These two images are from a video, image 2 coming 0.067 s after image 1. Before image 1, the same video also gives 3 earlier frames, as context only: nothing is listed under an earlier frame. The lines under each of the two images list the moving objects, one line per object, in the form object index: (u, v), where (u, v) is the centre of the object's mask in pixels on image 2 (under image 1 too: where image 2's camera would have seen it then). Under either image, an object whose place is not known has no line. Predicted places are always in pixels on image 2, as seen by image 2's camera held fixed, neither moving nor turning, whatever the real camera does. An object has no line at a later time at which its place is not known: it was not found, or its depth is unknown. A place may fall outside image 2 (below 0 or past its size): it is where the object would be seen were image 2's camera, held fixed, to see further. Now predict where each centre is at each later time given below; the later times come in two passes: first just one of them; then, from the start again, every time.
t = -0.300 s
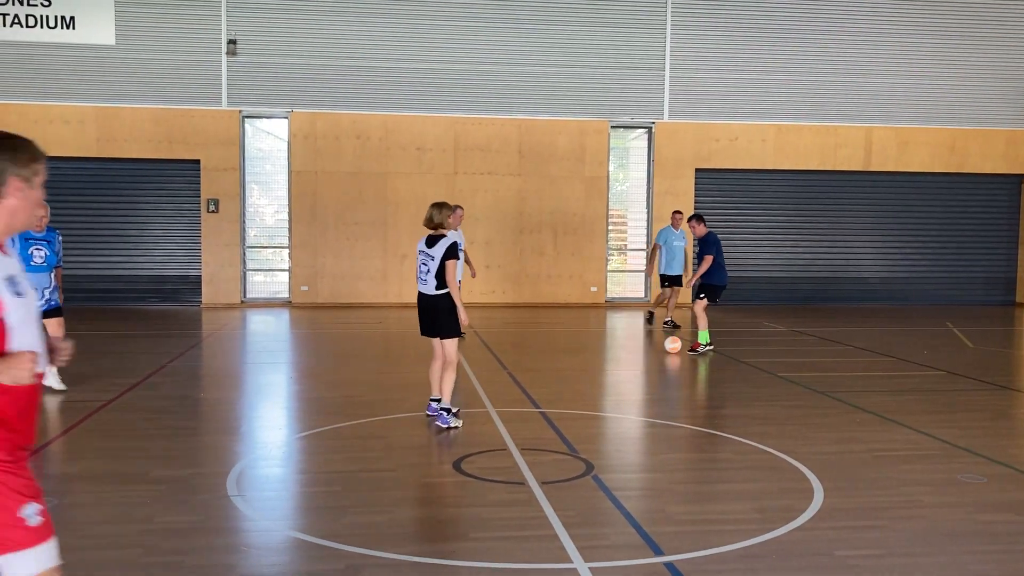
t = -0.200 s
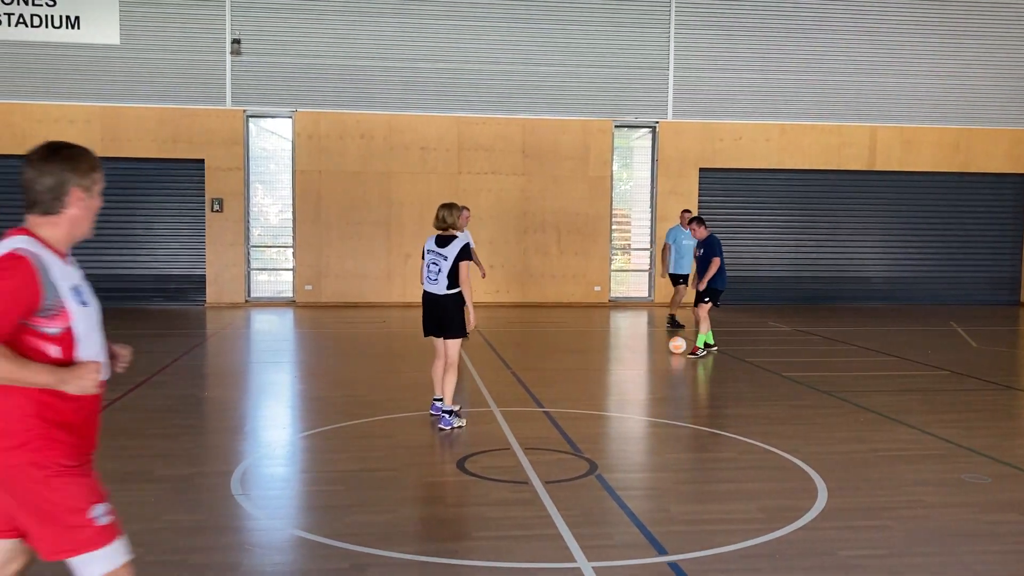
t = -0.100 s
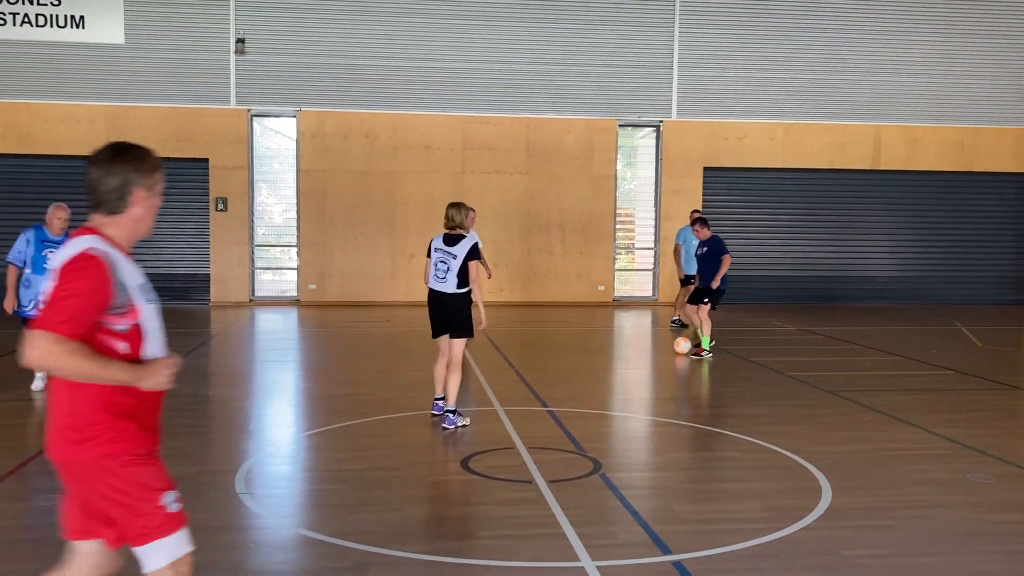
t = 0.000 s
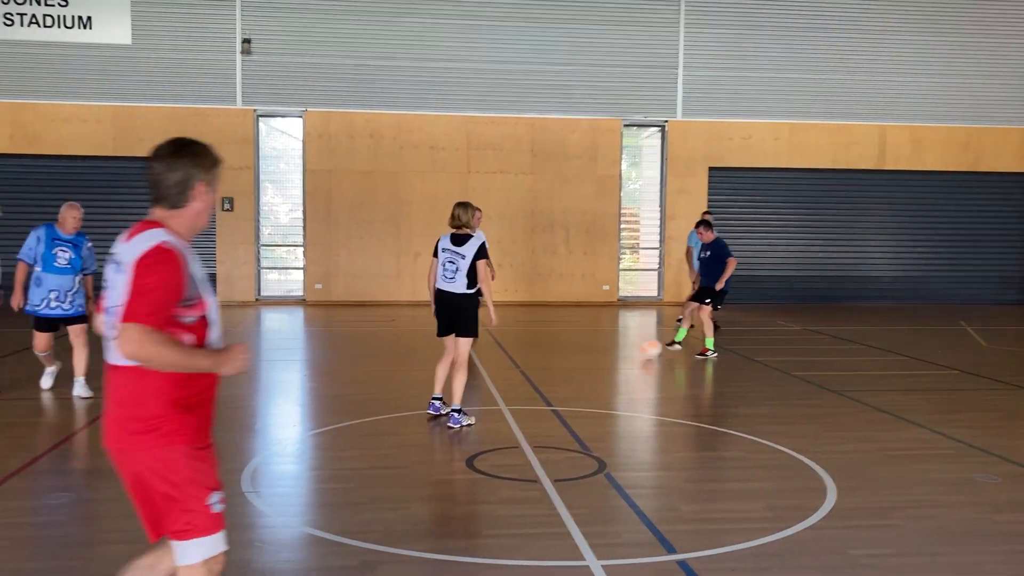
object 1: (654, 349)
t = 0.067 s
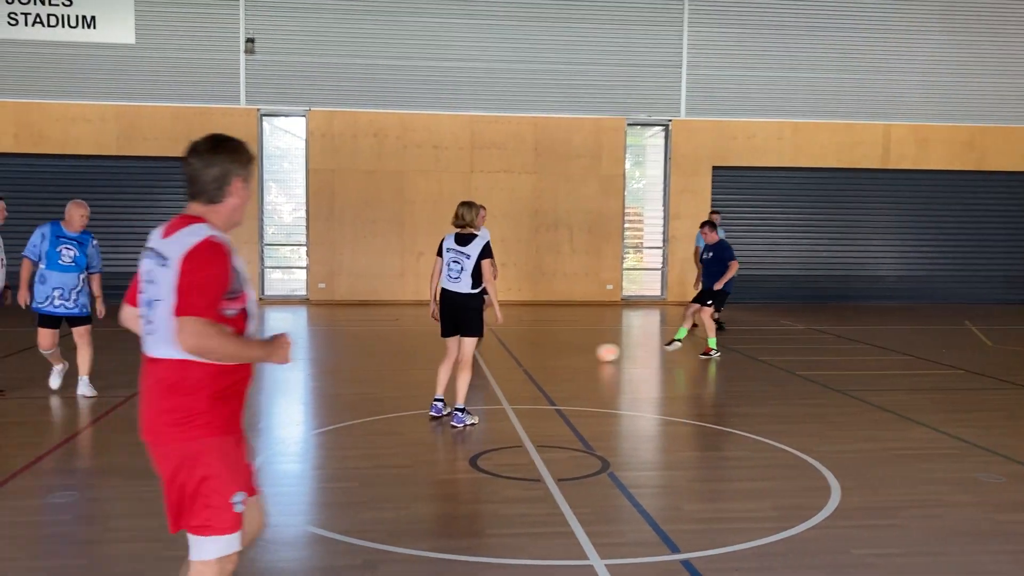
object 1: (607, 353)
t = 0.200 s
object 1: (513, 361)
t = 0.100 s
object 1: (585, 355)
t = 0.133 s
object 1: (561, 357)
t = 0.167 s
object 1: (537, 359)
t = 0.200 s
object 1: (513, 361)
